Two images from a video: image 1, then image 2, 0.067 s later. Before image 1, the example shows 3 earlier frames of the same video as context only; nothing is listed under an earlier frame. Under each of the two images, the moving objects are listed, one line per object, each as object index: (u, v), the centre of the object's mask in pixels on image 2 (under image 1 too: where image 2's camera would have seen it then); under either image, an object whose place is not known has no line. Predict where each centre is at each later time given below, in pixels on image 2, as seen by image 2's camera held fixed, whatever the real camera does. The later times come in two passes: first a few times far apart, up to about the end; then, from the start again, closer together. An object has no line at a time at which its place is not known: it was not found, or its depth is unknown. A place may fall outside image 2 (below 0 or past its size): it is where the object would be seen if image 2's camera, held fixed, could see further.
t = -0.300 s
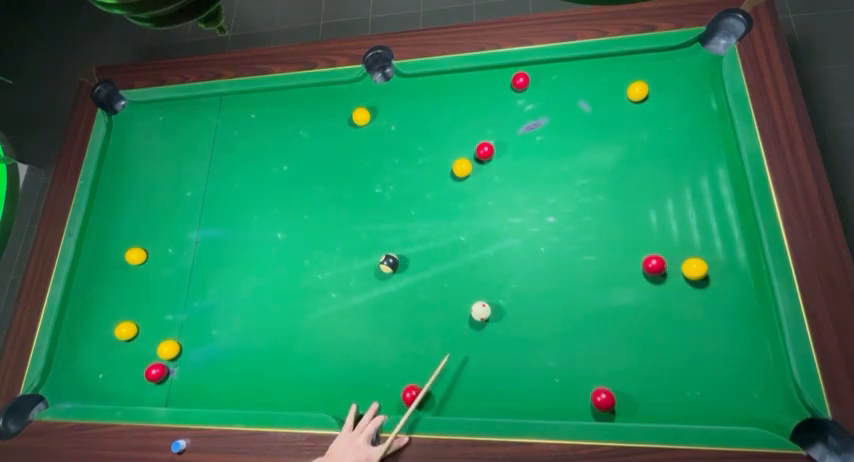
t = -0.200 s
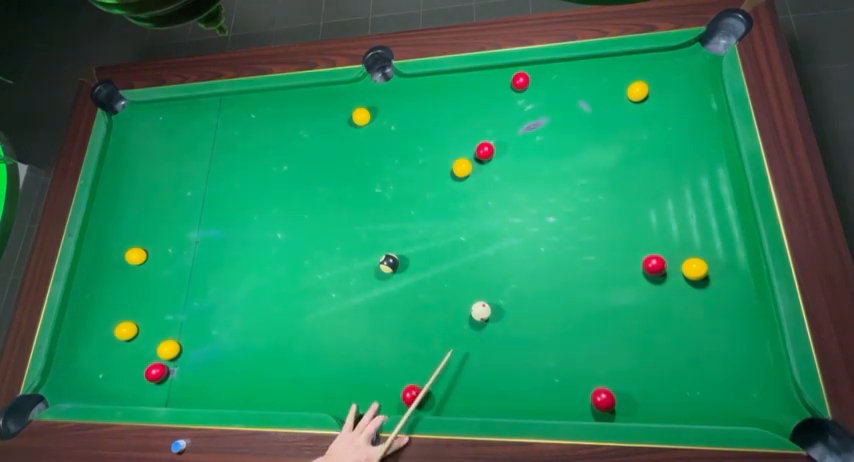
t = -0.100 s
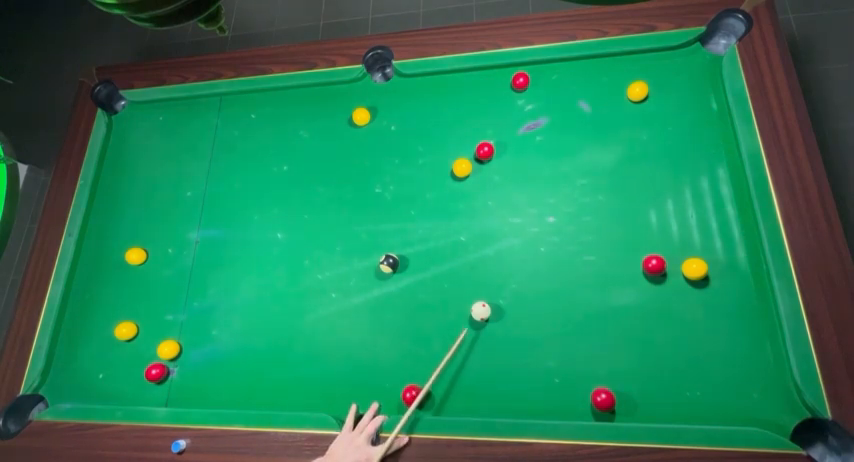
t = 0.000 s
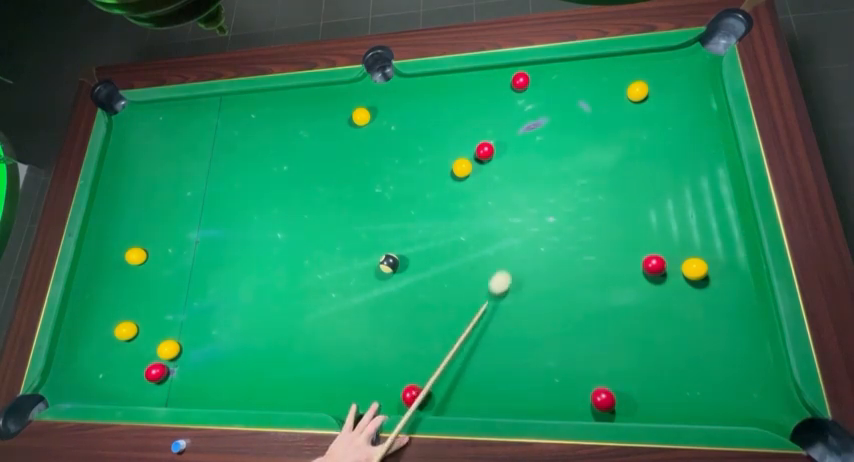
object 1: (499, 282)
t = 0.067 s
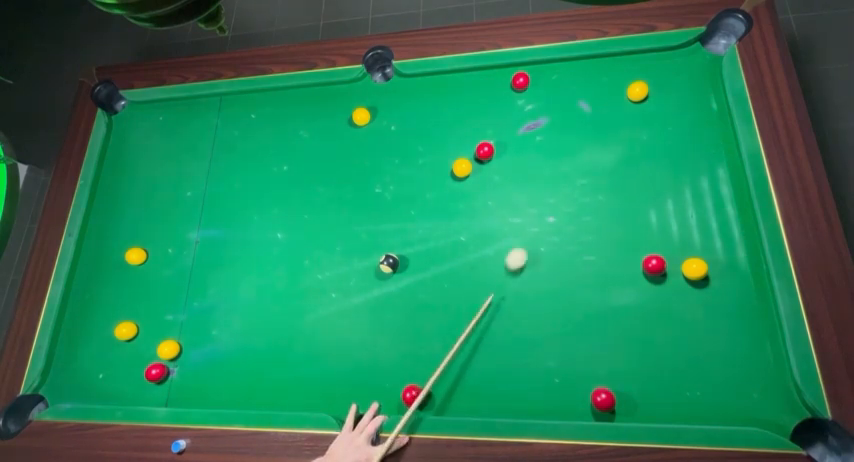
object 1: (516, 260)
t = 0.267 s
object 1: (558, 197)
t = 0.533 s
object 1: (610, 121)
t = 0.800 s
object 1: (612, 85)
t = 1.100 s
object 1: (603, 62)
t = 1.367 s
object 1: (599, 76)
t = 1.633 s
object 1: (596, 88)
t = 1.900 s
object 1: (593, 98)
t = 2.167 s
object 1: (591, 106)
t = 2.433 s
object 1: (590, 112)
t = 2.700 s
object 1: (589, 116)
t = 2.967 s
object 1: (588, 118)
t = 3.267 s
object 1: (588, 117)
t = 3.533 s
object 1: (588, 117)
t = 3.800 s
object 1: (588, 117)
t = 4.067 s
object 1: (588, 117)
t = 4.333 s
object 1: (588, 117)
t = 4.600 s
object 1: (588, 117)
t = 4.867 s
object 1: (588, 117)
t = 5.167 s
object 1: (588, 117)
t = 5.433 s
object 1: (588, 117)
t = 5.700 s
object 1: (588, 117)
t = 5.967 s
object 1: (588, 117)
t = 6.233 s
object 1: (588, 117)
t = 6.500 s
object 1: (588, 117)
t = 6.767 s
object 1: (588, 117)
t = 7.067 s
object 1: (588, 117)
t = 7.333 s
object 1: (588, 117)
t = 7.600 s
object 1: (588, 117)
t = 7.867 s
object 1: (588, 117)
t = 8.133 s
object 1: (588, 117)
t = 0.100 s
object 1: (523, 249)
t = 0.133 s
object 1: (530, 238)
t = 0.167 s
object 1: (537, 228)
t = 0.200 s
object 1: (544, 217)
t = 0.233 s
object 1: (551, 207)
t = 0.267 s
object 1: (558, 197)
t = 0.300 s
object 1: (564, 187)
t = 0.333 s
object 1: (571, 178)
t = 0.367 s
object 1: (578, 168)
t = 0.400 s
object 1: (584, 158)
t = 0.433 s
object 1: (591, 148)
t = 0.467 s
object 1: (597, 139)
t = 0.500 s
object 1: (603, 130)
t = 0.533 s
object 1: (610, 121)
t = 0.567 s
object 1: (616, 112)
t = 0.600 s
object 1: (621, 104)
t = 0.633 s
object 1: (620, 100)
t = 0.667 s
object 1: (618, 98)
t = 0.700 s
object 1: (616, 95)
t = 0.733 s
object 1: (615, 92)
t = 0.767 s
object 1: (614, 89)
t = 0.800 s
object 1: (612, 85)
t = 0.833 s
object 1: (611, 83)
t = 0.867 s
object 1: (610, 80)
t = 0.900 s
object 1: (609, 77)
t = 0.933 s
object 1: (608, 74)
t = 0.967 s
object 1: (607, 71)
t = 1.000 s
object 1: (606, 68)
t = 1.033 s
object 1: (604, 66)
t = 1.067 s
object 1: (603, 63)
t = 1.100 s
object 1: (603, 62)
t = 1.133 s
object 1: (602, 64)
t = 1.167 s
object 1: (601, 66)
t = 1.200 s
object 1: (601, 67)
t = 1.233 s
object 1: (601, 69)
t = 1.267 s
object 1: (600, 71)
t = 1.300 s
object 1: (600, 73)
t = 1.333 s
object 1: (599, 74)
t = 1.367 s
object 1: (599, 76)
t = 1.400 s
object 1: (599, 78)
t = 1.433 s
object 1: (598, 79)
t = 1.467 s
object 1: (598, 81)
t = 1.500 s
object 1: (597, 82)
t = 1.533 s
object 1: (597, 84)
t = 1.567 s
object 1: (597, 85)
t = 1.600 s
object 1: (596, 86)
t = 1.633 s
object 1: (596, 88)
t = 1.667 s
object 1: (596, 89)
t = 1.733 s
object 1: (595, 92)
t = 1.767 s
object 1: (594, 93)
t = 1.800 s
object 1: (594, 94)
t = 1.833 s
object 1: (594, 95)
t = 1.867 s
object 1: (593, 97)
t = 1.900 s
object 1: (593, 98)
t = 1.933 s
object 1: (593, 99)
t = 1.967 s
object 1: (592, 100)
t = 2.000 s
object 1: (592, 101)
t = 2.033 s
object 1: (592, 102)
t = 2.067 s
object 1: (591, 103)
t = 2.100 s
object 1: (591, 104)
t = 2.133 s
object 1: (591, 105)
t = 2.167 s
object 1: (591, 106)
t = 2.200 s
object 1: (591, 107)
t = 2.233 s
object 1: (590, 107)
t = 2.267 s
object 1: (590, 108)
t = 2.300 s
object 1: (590, 109)
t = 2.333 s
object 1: (590, 110)
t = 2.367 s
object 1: (590, 111)
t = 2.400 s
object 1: (590, 111)
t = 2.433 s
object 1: (590, 112)
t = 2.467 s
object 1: (590, 113)
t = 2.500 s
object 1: (590, 113)
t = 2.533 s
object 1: (589, 114)
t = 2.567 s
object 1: (589, 114)
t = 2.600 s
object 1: (589, 115)
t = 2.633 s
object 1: (589, 115)
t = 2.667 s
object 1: (589, 115)
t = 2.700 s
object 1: (589, 116)
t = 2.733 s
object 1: (588, 116)
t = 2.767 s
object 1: (588, 116)
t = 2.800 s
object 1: (588, 117)
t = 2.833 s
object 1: (588, 117)
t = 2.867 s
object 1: (588, 117)
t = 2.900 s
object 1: (588, 117)
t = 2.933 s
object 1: (588, 118)
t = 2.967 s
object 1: (588, 118)
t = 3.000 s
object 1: (588, 118)
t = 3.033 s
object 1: (588, 118)
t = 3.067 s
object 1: (588, 118)
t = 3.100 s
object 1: (588, 117)
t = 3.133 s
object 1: (588, 117)
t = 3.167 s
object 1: (588, 117)
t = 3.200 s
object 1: (588, 117)
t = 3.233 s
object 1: (588, 117)
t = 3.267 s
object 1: (588, 117)
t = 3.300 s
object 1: (588, 117)
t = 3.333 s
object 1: (588, 117)
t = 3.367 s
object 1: (588, 117)
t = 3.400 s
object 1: (588, 117)
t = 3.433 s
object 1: (588, 117)
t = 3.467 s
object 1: (588, 117)
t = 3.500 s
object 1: (588, 117)
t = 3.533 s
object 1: (588, 117)
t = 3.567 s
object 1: (588, 117)
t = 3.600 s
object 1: (588, 117)
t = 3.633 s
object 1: (588, 117)
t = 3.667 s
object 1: (588, 117)
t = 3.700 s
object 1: (588, 117)
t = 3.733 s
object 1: (588, 117)
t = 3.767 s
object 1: (588, 117)
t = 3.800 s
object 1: (588, 117)
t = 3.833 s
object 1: (588, 117)
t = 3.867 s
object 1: (588, 117)
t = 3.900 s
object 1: (588, 117)
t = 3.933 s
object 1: (588, 117)
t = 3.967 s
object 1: (588, 117)
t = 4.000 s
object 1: (588, 117)
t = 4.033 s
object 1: (588, 117)
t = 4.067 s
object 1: (588, 117)
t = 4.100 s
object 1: (588, 117)
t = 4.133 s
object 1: (588, 117)
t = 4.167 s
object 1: (588, 117)
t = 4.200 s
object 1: (588, 117)
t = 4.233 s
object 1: (588, 117)
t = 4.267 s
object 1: (588, 117)
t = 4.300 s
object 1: (588, 117)
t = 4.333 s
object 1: (588, 117)
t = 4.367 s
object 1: (588, 117)
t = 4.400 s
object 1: (588, 117)
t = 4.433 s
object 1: (588, 117)
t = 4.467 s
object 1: (588, 117)
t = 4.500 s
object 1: (588, 117)
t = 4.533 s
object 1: (588, 117)
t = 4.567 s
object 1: (588, 117)
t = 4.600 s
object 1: (588, 117)
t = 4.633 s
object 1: (588, 117)
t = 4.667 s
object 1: (588, 117)
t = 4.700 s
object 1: (588, 117)
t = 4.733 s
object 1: (588, 117)
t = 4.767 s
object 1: (588, 117)
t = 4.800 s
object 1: (588, 117)
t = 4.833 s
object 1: (588, 117)
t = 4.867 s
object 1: (588, 117)
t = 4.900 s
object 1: (588, 117)
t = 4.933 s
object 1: (588, 117)
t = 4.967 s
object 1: (588, 117)
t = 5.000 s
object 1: (588, 117)
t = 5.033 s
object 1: (588, 117)
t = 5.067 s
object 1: (588, 117)
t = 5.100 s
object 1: (588, 117)
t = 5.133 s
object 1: (588, 117)
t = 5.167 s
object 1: (588, 117)
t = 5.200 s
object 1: (588, 117)
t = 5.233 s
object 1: (588, 117)
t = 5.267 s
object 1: (588, 117)
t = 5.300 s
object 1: (588, 117)
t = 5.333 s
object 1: (588, 117)
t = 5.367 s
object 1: (588, 117)
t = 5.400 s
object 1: (588, 117)
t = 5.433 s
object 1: (588, 117)
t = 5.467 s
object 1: (588, 117)
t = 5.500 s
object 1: (588, 117)
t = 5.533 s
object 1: (588, 117)
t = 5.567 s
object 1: (588, 117)
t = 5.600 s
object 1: (588, 117)
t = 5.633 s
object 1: (588, 117)
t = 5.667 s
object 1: (588, 117)
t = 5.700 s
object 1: (588, 117)
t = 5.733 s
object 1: (588, 117)
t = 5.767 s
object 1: (588, 117)
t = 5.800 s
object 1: (588, 117)
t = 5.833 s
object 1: (588, 117)
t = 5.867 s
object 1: (588, 117)
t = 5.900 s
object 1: (588, 117)
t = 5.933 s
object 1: (588, 117)
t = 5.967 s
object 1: (588, 117)
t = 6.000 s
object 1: (588, 117)
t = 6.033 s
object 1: (588, 117)
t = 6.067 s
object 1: (588, 117)
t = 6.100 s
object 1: (588, 117)
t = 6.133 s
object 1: (588, 117)
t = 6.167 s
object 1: (588, 117)
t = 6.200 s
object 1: (588, 117)
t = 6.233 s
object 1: (588, 117)
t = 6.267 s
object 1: (588, 117)
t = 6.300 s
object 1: (588, 117)
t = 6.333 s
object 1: (588, 117)
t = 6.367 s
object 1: (588, 117)
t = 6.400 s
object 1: (588, 117)
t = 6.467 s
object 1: (588, 117)
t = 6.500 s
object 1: (588, 117)
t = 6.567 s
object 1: (588, 117)
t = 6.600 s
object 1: (588, 117)
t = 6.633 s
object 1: (588, 117)
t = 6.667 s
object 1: (588, 117)
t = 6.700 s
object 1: (588, 117)
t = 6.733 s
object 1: (588, 117)
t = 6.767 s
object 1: (588, 117)
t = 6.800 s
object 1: (588, 117)
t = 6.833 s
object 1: (588, 117)
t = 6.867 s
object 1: (588, 117)
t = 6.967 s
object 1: (588, 117)
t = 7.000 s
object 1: (588, 117)
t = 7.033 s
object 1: (588, 117)
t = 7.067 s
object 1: (588, 117)
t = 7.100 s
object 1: (588, 117)
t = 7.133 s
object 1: (588, 117)
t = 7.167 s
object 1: (588, 117)
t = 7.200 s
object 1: (588, 117)
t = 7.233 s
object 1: (588, 117)
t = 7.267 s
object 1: (588, 117)
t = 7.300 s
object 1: (588, 117)
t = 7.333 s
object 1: (588, 117)
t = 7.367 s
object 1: (588, 117)
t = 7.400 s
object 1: (588, 117)
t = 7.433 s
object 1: (588, 117)
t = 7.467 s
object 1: (588, 117)
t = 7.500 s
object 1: (588, 117)
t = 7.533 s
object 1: (588, 117)
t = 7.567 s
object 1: (588, 117)
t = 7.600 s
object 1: (588, 117)
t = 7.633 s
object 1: (588, 117)
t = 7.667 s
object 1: (588, 117)
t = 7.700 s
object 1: (588, 117)
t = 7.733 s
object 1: (588, 117)
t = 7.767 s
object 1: (588, 117)
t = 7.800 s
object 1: (588, 117)
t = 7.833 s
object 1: (588, 117)
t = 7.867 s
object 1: (588, 117)
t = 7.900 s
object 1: (588, 117)
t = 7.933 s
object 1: (588, 117)
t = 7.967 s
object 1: (588, 117)
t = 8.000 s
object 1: (588, 117)
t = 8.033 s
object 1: (588, 117)
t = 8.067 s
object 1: (588, 117)
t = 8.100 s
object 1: (588, 117)
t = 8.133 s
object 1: (588, 117)
